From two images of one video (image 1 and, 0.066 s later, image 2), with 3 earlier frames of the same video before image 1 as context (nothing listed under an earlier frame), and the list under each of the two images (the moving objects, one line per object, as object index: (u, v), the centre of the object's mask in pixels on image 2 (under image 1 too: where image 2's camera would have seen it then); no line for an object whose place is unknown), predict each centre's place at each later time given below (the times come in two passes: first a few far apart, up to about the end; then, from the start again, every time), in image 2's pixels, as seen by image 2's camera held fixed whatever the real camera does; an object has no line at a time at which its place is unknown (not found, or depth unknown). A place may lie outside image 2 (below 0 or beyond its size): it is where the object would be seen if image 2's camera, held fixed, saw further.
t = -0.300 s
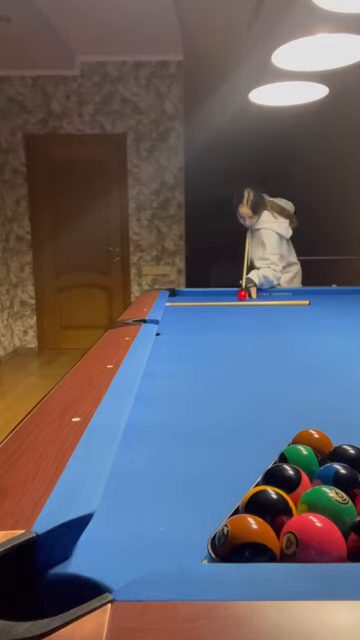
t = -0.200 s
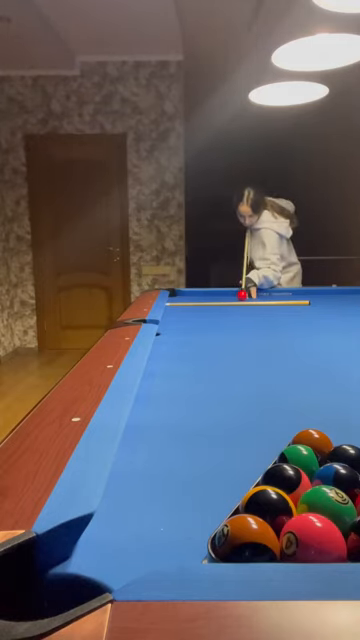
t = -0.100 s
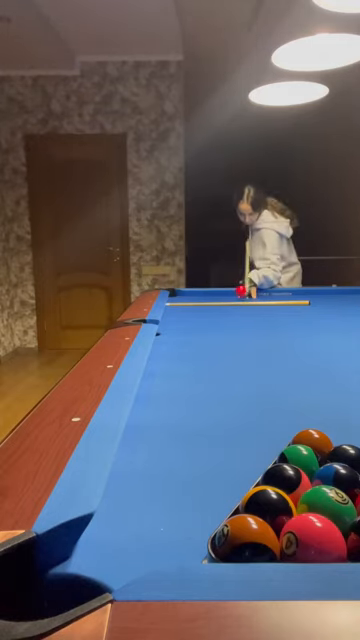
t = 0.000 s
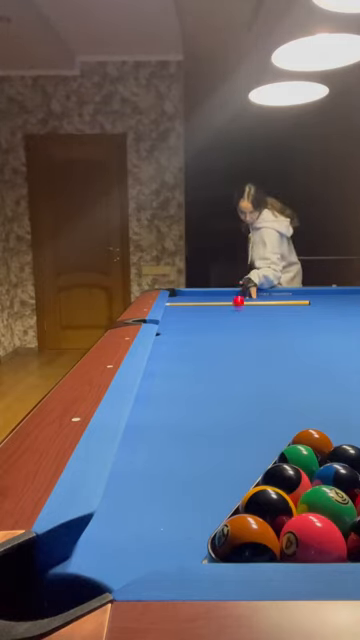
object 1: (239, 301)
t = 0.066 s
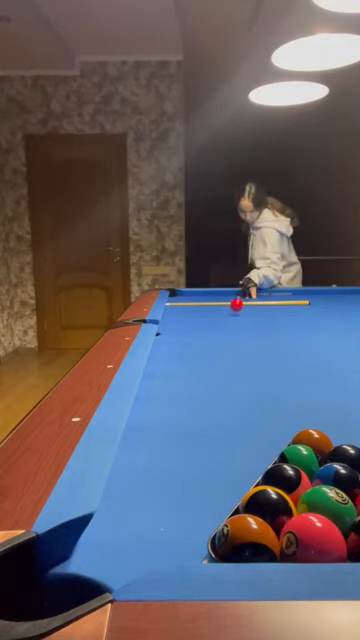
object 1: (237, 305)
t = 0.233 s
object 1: (231, 320)
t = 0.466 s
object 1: (222, 342)
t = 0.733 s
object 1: (205, 379)
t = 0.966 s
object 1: (175, 448)
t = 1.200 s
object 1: (49, 600)
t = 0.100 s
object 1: (236, 309)
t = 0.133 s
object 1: (235, 312)
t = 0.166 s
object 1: (233, 314)
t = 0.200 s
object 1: (232, 317)
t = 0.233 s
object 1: (231, 320)
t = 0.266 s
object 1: (230, 323)
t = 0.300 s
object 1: (229, 326)
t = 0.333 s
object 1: (228, 329)
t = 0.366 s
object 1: (226, 332)
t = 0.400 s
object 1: (225, 336)
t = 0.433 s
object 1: (224, 338)
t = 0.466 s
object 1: (222, 342)
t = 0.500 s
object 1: (220, 345)
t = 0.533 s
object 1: (219, 349)
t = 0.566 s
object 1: (217, 353)
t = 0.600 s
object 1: (215, 357)
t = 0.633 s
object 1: (213, 362)
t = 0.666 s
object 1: (211, 368)
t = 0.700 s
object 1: (208, 373)
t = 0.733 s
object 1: (205, 379)
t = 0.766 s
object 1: (202, 386)
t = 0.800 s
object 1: (199, 394)
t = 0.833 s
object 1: (195, 402)
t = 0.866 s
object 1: (191, 412)
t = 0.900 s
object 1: (187, 423)
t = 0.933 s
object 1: (181, 434)
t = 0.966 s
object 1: (175, 448)
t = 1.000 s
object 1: (168, 464)
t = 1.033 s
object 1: (160, 484)
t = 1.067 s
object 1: (149, 509)
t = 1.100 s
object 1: (137, 536)
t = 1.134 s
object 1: (122, 558)
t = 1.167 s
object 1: (86, 579)
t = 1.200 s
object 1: (49, 600)
